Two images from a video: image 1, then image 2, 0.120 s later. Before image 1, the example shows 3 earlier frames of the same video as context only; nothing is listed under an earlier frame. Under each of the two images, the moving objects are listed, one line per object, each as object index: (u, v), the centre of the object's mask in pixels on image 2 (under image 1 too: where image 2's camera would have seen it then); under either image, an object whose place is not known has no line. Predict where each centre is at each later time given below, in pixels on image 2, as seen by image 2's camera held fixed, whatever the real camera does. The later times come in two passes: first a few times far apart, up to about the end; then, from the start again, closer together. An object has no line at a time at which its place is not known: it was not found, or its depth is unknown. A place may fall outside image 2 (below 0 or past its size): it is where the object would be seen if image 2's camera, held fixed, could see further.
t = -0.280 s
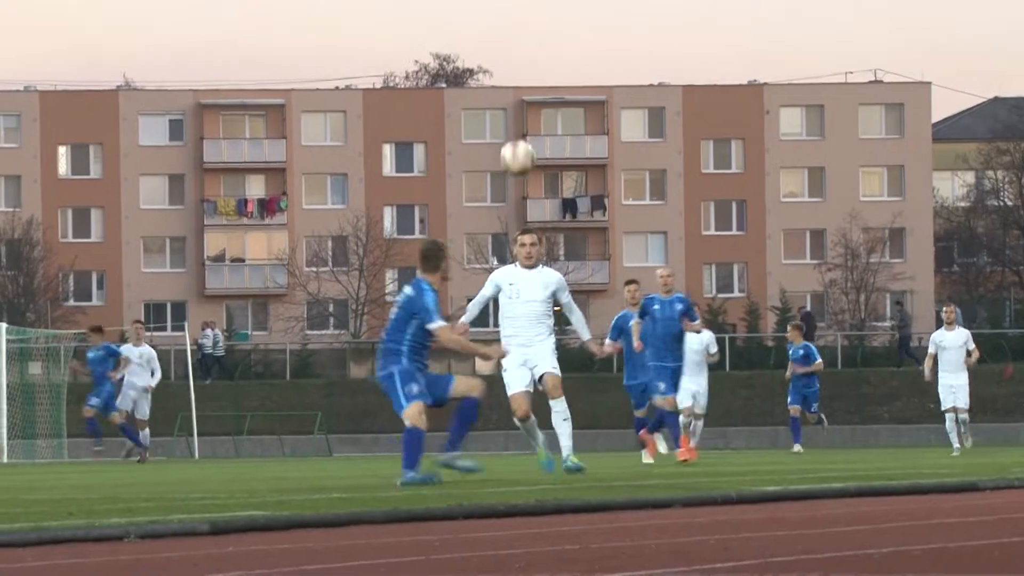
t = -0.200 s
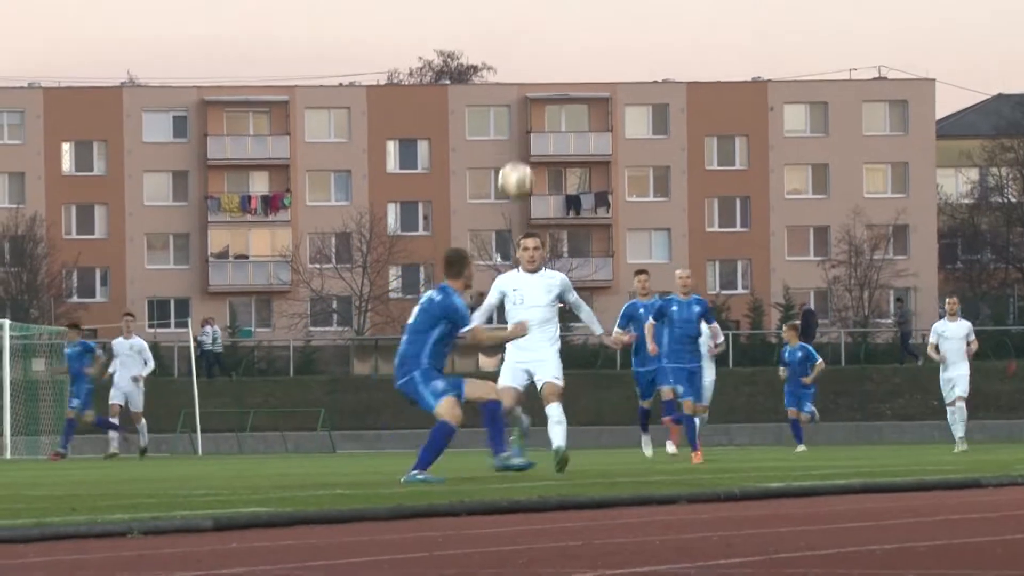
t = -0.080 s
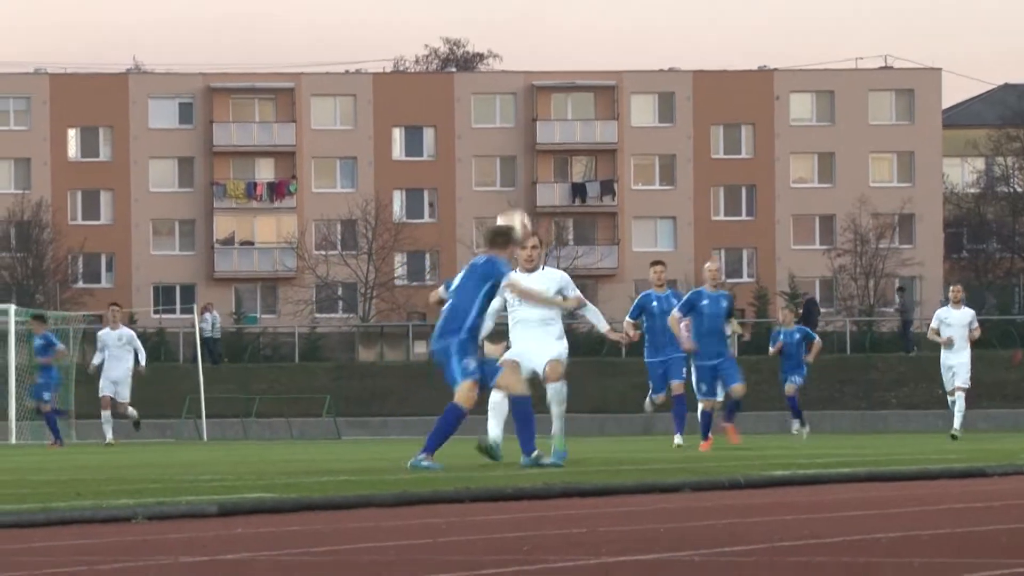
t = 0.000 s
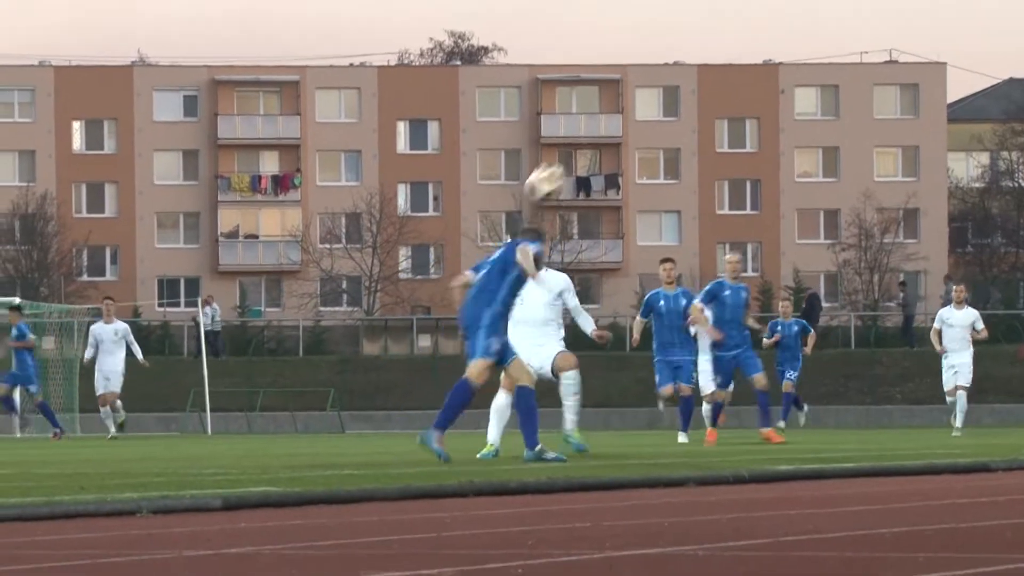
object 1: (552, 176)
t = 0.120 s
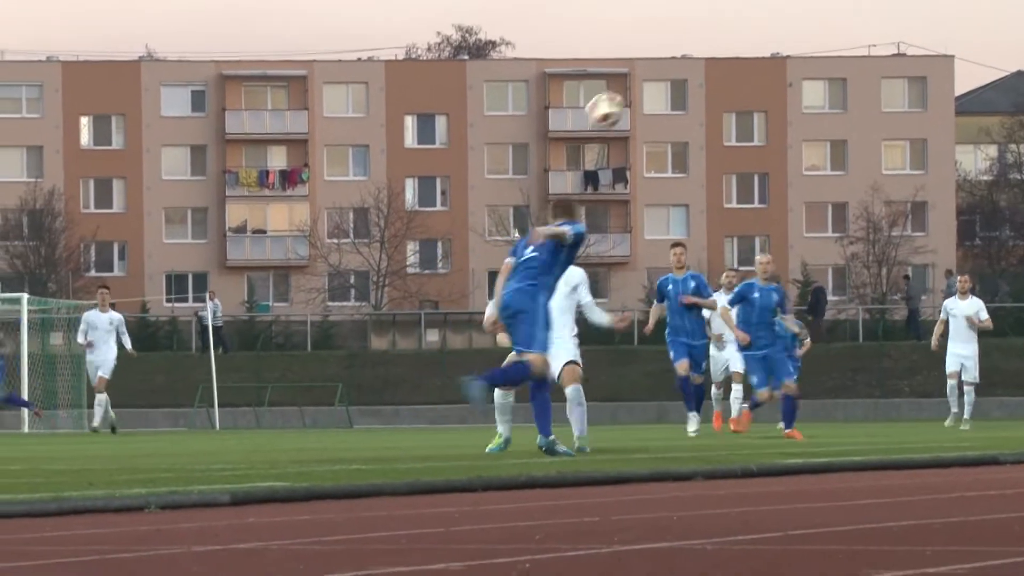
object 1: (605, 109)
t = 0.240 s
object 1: (652, 67)
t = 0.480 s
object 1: (742, 46)
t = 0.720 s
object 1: (821, 101)
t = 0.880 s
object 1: (870, 178)
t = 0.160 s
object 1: (621, 93)
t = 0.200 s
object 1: (637, 78)
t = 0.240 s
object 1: (652, 67)
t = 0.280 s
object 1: (667, 58)
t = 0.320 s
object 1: (683, 51)
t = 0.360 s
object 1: (698, 46)
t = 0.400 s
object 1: (712, 43)
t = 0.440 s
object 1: (727, 44)
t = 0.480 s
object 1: (742, 46)
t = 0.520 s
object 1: (756, 49)
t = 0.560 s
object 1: (770, 55)
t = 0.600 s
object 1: (782, 64)
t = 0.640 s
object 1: (795, 73)
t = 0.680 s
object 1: (809, 86)
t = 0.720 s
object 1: (821, 101)
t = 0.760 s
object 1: (835, 118)
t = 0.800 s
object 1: (846, 136)
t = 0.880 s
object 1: (870, 178)
